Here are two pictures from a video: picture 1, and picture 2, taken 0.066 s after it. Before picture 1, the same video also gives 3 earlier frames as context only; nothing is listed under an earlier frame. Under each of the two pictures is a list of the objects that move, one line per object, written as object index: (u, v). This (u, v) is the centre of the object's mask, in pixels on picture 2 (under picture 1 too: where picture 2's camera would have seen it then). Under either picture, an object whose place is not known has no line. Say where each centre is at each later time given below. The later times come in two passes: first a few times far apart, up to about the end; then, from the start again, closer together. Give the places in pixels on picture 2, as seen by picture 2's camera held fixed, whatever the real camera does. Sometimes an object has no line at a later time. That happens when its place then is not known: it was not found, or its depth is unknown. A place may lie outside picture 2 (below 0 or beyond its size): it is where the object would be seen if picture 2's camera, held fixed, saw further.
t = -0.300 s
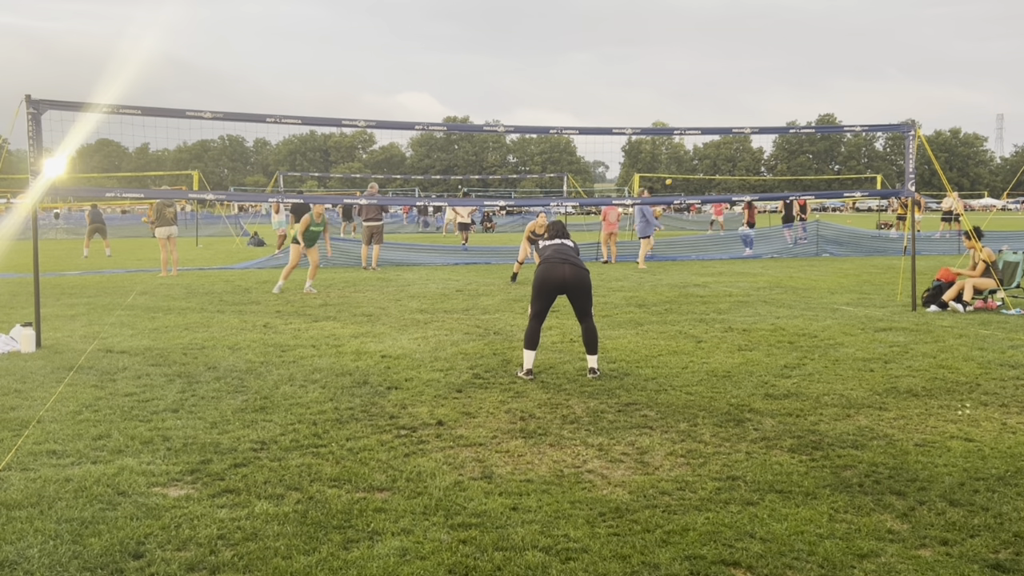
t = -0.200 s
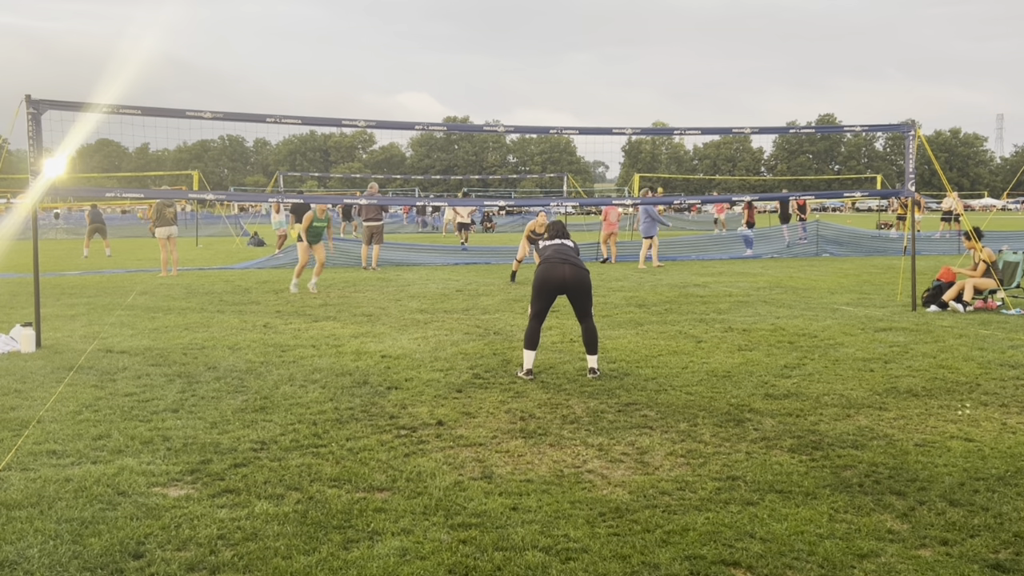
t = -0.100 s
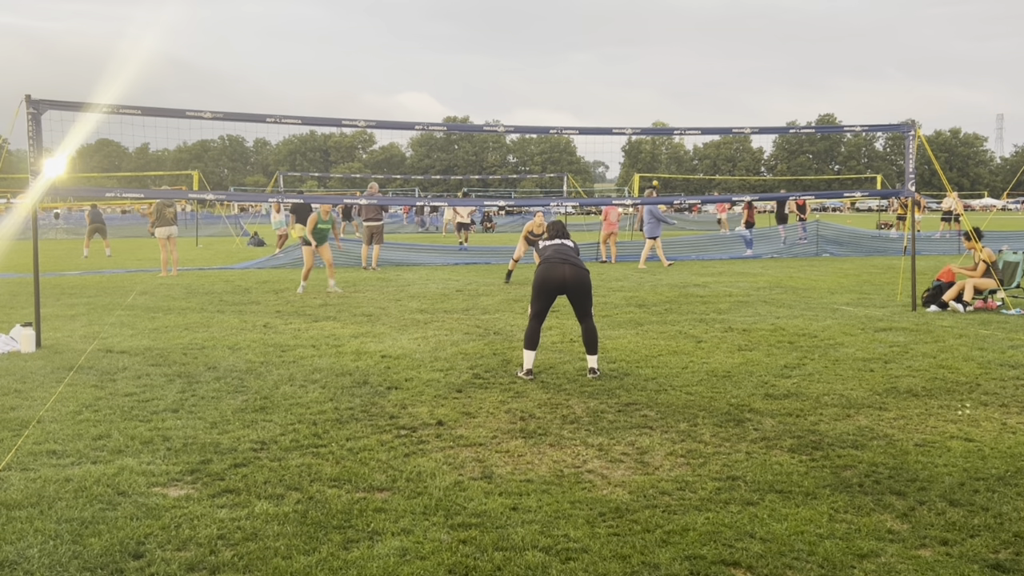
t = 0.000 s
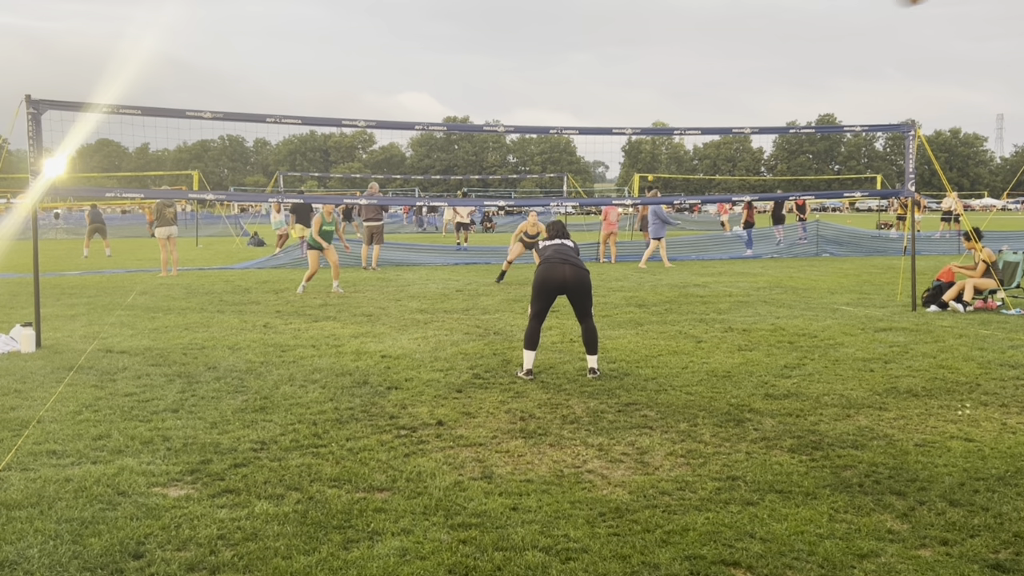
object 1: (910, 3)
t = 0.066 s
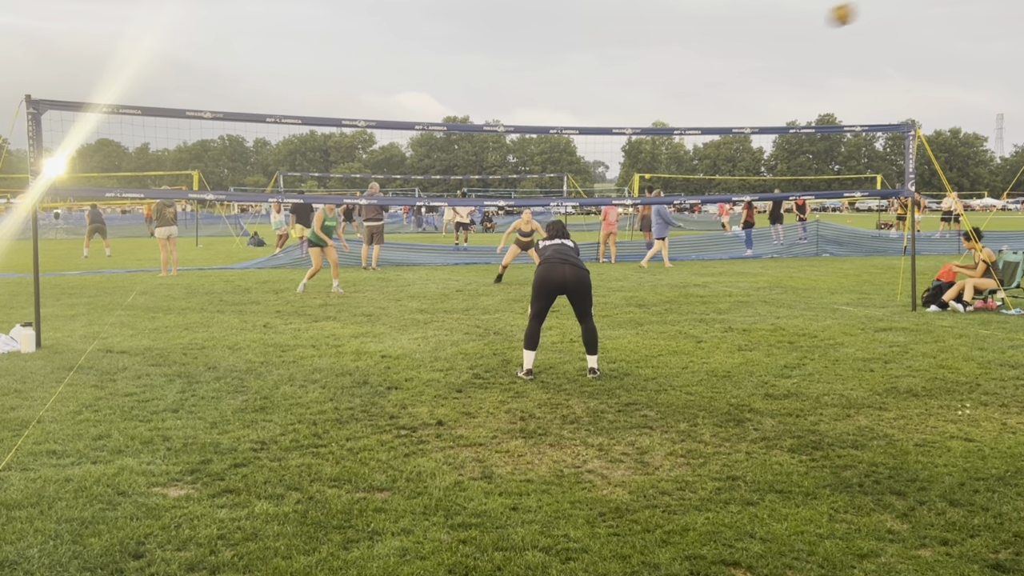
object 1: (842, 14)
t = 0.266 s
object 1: (687, 82)
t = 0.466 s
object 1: (583, 156)
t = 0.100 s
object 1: (810, 26)
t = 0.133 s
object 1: (781, 37)
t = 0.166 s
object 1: (755, 48)
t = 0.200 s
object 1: (731, 59)
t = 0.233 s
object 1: (708, 70)
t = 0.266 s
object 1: (687, 82)
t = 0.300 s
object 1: (667, 95)
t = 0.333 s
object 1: (648, 107)
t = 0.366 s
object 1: (631, 119)
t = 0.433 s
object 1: (599, 143)
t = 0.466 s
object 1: (583, 156)
